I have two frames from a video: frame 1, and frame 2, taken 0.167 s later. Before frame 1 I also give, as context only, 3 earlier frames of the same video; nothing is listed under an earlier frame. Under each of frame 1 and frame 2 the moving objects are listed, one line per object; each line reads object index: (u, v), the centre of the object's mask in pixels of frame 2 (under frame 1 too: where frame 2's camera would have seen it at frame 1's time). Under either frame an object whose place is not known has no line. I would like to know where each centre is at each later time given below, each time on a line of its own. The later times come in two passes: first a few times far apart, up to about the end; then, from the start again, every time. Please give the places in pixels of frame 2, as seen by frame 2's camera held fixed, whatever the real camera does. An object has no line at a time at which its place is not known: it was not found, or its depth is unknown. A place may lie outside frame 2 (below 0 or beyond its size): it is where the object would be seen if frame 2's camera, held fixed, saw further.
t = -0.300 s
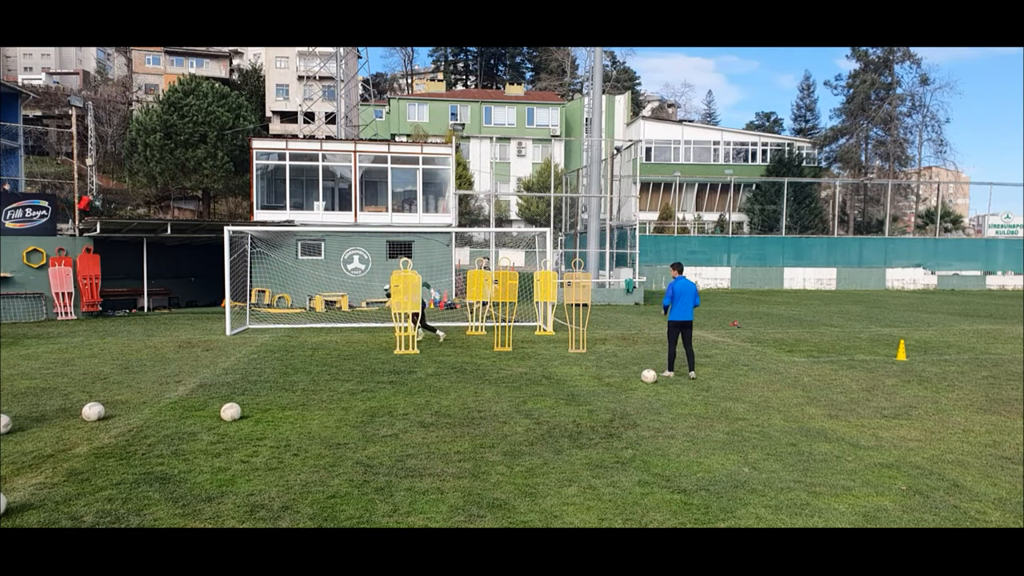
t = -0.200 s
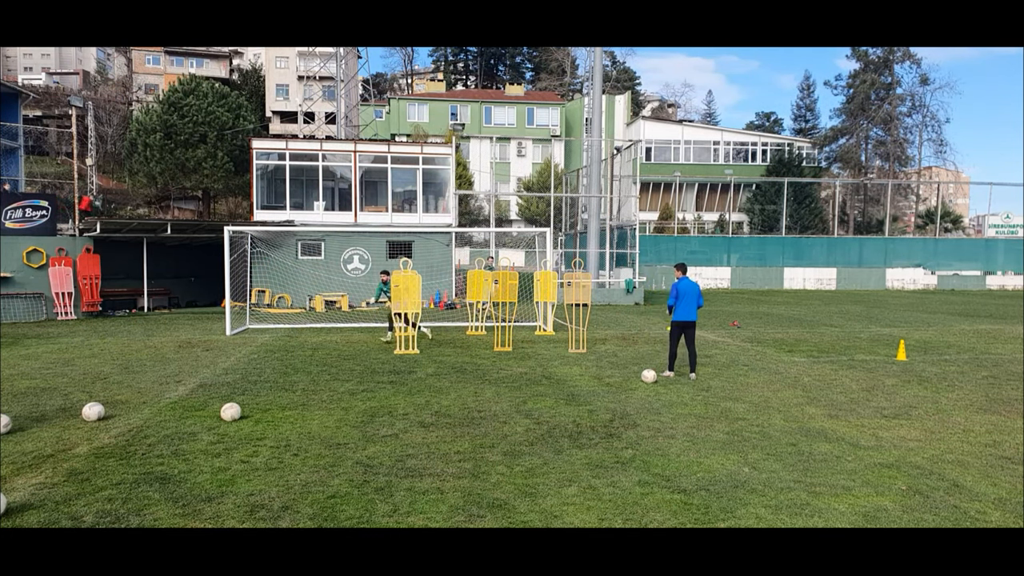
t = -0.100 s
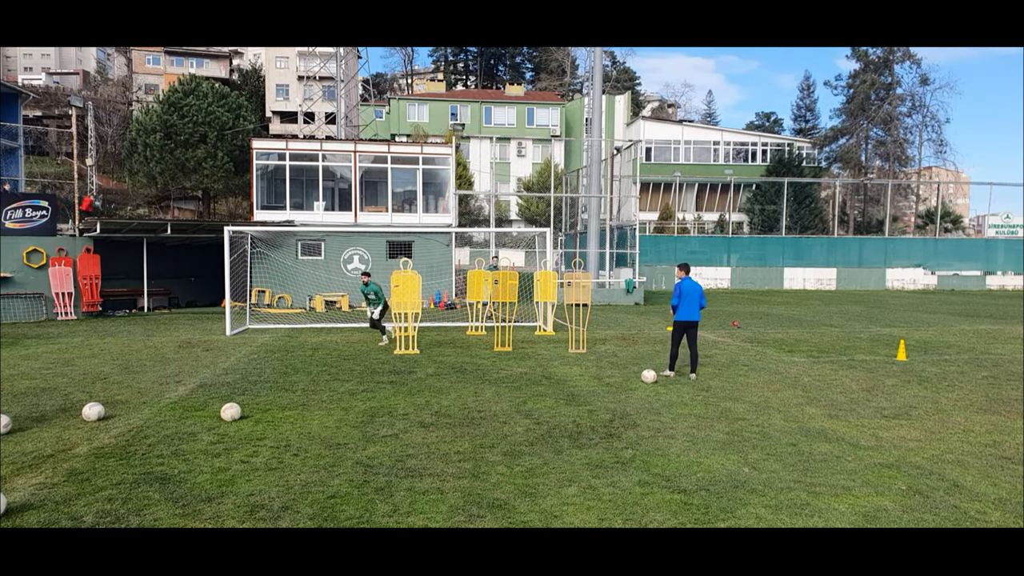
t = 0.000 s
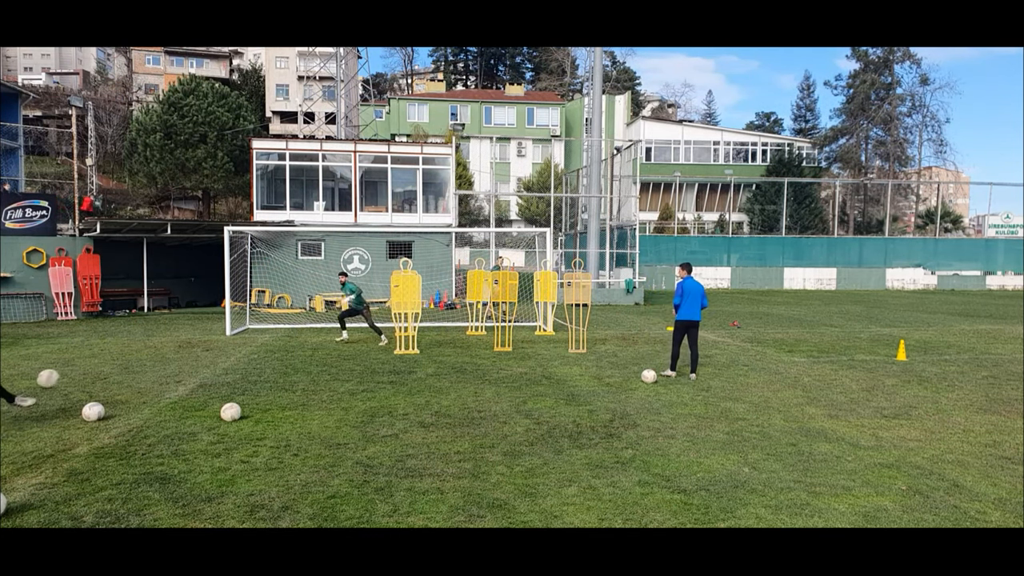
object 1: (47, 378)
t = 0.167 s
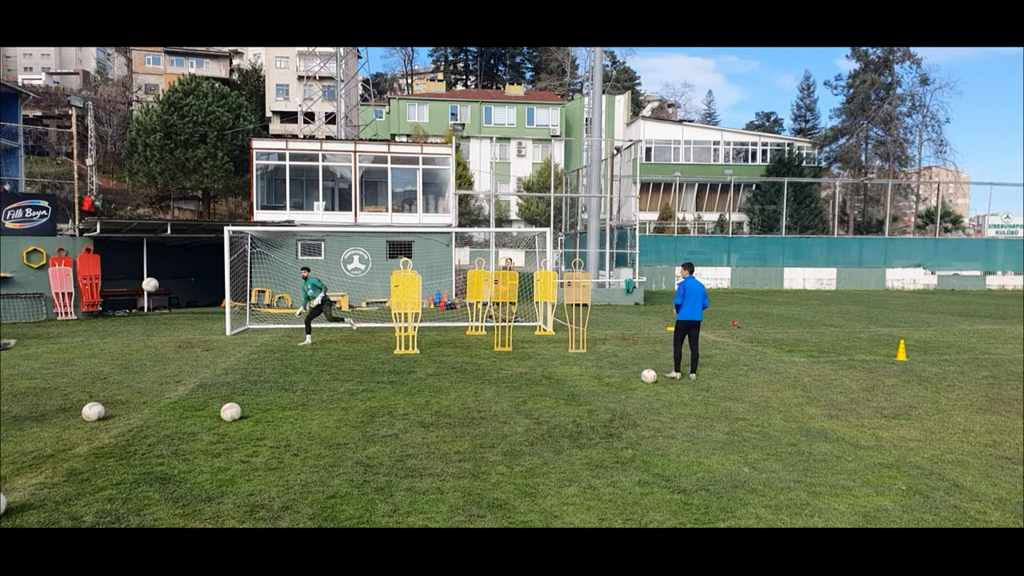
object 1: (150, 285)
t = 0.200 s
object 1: (163, 273)
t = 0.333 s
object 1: (205, 240)
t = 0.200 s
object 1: (163, 273)
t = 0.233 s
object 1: (176, 263)
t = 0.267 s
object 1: (186, 254)
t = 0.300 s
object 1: (196, 246)
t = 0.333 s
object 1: (205, 240)
